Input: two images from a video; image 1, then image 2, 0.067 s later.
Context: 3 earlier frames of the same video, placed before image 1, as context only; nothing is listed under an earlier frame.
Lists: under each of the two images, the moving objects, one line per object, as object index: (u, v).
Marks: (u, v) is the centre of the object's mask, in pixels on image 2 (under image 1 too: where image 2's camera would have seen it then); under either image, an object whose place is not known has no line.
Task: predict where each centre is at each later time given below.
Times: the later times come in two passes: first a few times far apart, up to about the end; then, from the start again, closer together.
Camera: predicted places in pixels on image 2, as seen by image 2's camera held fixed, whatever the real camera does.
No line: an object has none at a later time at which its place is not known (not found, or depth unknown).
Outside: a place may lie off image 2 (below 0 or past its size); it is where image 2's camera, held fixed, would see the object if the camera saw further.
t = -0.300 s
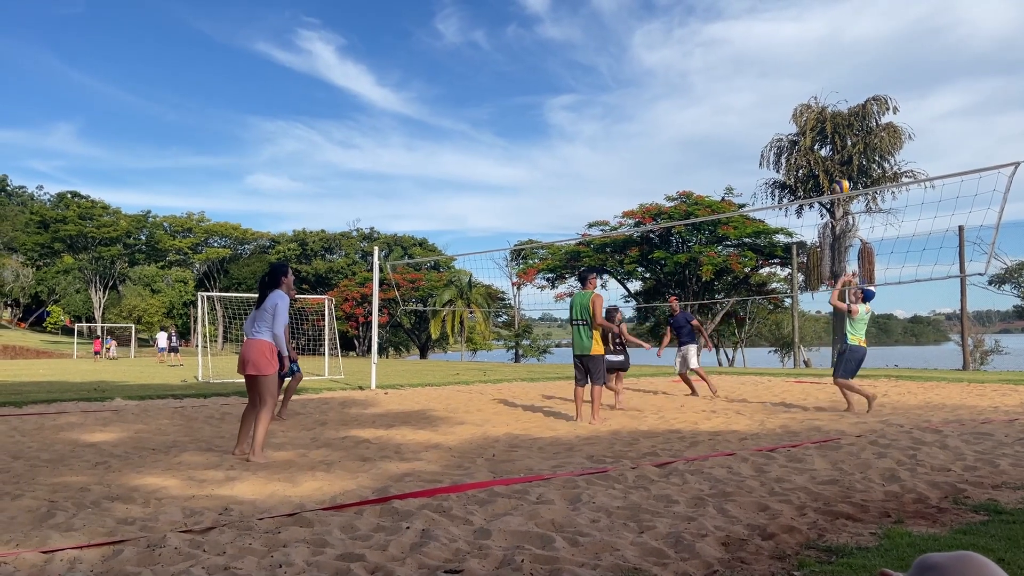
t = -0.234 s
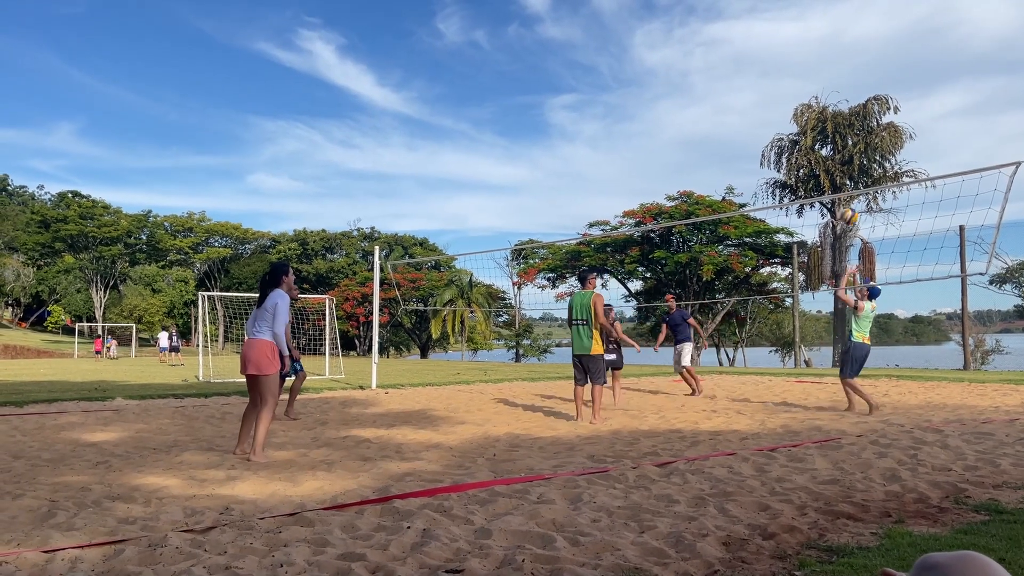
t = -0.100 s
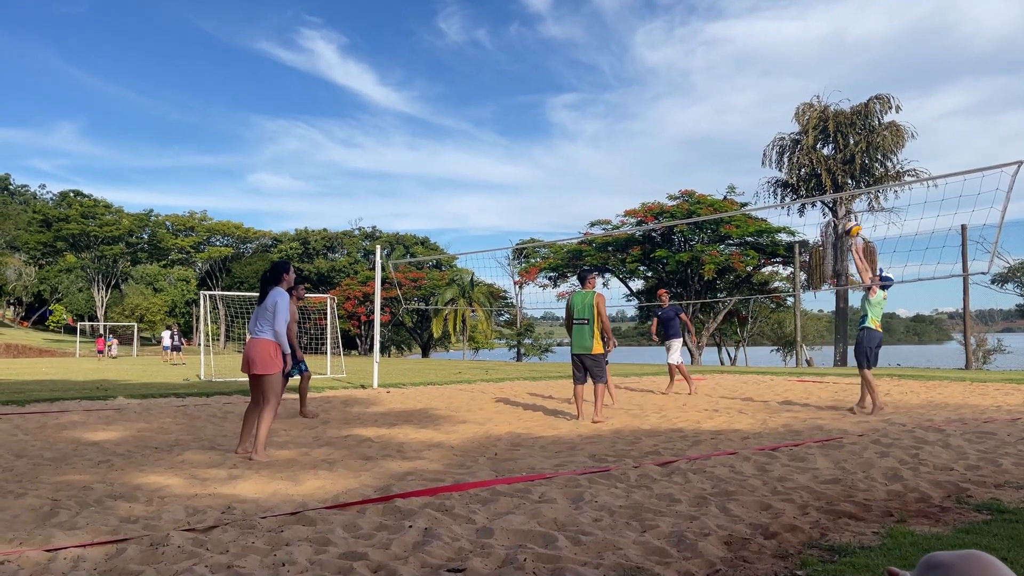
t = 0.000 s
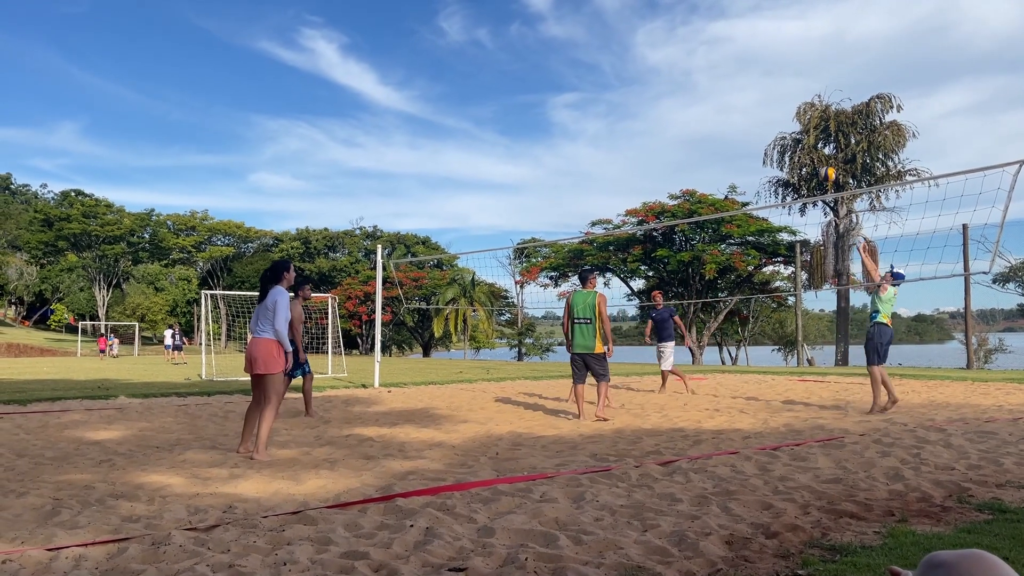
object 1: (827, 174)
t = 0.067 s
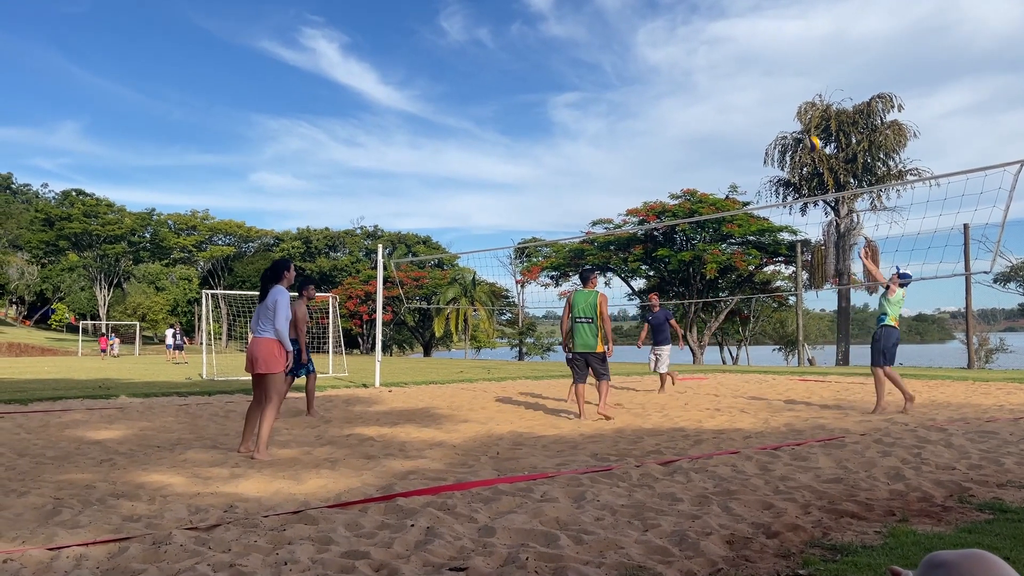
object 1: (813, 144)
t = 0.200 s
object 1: (783, 98)
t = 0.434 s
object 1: (739, 53)
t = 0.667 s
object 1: (700, 48)
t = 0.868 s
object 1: (670, 71)
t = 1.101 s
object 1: (640, 126)
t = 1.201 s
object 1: (628, 158)
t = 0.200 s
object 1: (783, 98)
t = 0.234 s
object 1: (776, 89)
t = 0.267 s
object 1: (770, 81)
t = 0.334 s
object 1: (757, 67)
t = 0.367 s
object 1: (751, 62)
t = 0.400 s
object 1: (745, 57)
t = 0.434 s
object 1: (739, 53)
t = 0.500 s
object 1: (727, 48)
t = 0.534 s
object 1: (722, 47)
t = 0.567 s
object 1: (716, 46)
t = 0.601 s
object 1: (710, 46)
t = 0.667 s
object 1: (700, 48)
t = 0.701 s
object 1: (695, 50)
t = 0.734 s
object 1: (690, 53)
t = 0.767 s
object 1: (685, 57)
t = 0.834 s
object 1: (675, 66)
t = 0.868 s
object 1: (670, 71)
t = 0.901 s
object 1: (666, 77)
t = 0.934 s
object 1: (661, 84)
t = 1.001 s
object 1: (652, 99)
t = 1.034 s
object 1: (648, 108)
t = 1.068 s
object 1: (644, 117)
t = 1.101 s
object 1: (640, 126)
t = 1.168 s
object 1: (632, 147)
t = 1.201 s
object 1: (628, 158)
